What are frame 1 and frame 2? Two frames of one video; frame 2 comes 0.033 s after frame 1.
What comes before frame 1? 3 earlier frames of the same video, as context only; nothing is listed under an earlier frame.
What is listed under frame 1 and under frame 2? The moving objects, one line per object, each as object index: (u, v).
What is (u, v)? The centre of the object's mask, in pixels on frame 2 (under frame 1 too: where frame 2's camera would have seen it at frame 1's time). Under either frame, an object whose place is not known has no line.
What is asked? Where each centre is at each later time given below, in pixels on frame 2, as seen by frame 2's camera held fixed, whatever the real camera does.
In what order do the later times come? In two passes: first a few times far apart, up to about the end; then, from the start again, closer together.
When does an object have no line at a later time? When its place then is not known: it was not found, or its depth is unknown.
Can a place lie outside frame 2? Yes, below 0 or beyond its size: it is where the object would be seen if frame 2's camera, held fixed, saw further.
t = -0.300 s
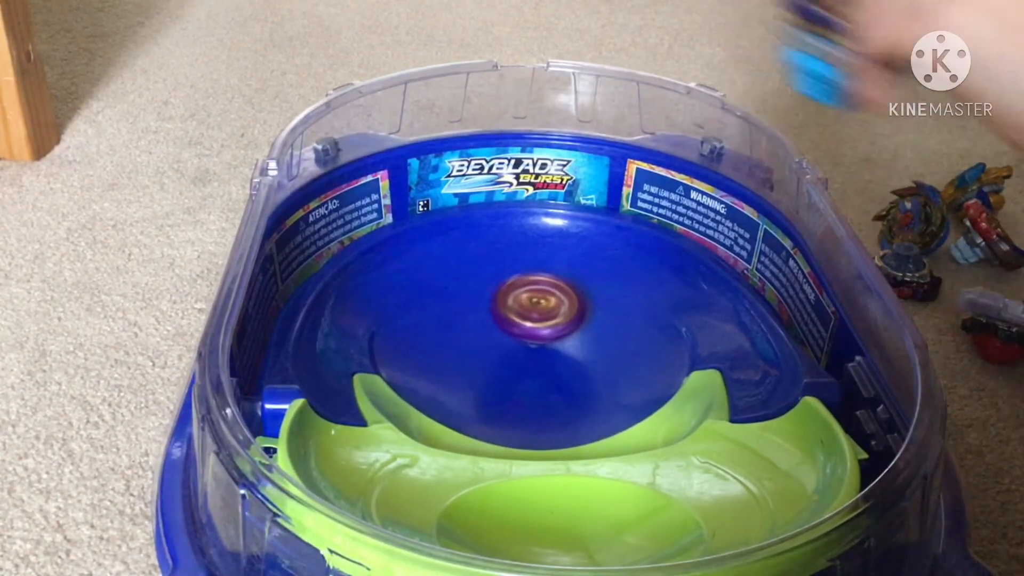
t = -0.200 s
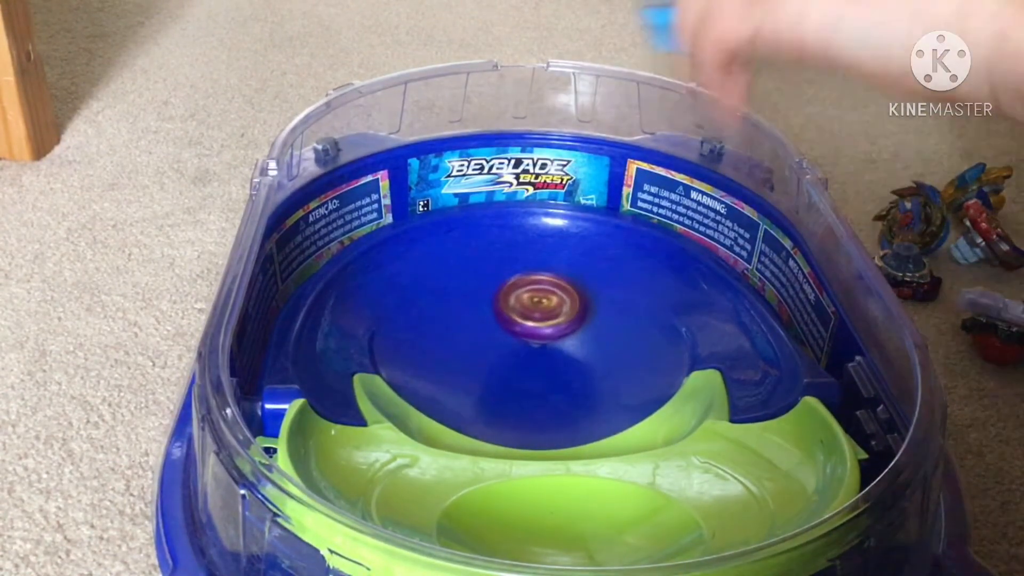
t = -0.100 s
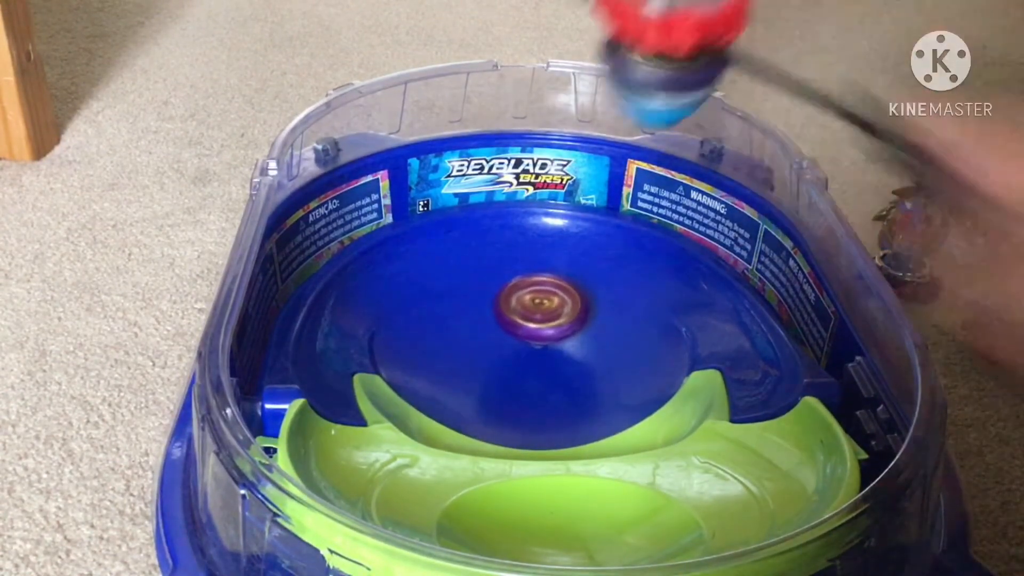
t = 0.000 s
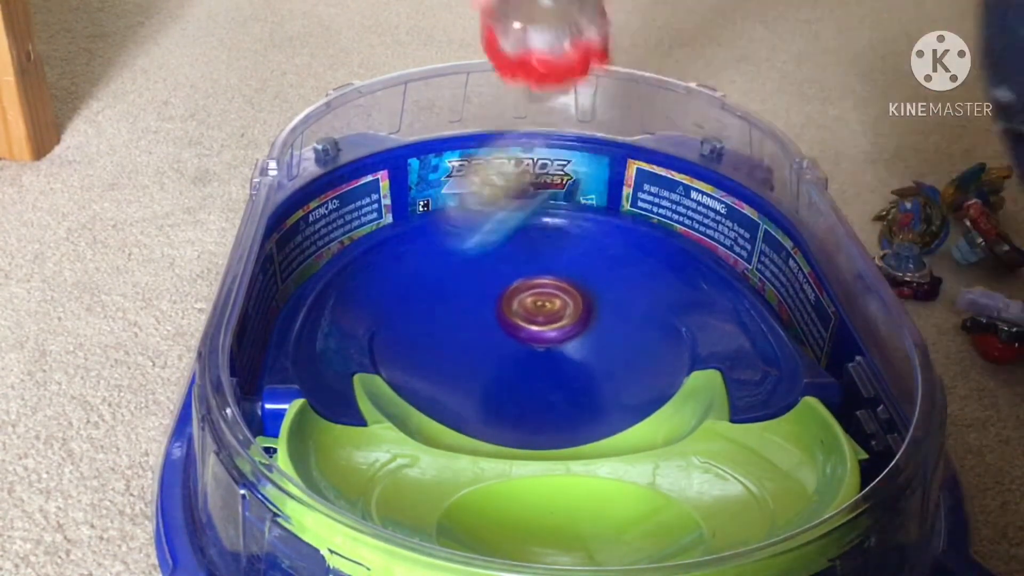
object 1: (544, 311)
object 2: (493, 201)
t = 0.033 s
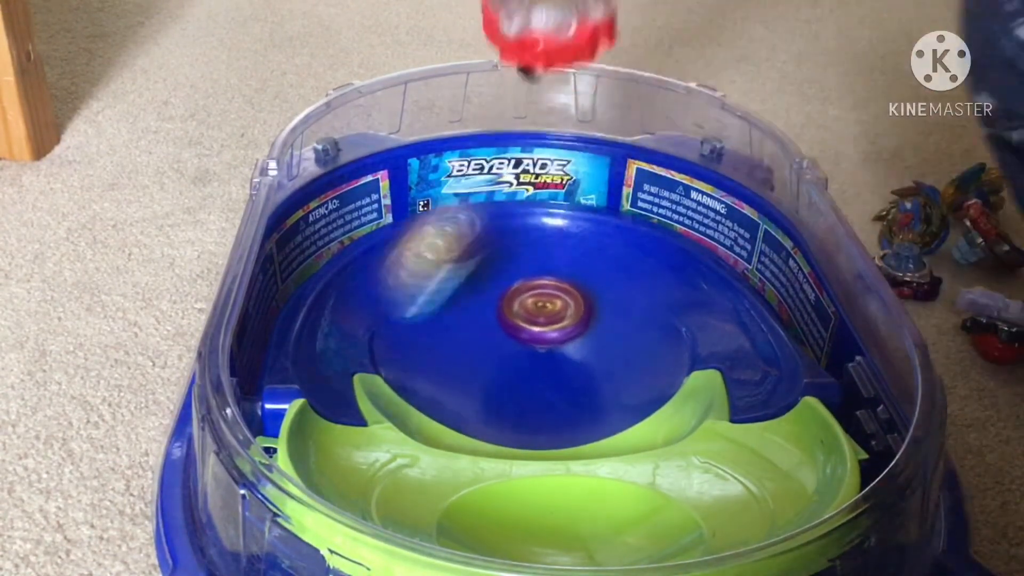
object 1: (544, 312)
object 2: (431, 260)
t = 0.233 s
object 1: (559, 321)
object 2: (488, 165)
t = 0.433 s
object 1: (570, 314)
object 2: (602, 174)
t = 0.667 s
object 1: (558, 322)
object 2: (621, 179)
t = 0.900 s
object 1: (544, 348)
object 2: (566, 274)
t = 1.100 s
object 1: (517, 408)
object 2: (622, 309)
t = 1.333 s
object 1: (483, 399)
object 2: (507, 323)
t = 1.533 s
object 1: (508, 371)
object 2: (516, 237)
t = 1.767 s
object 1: (513, 334)
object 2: (687, 304)
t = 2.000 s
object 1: (447, 313)
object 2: (424, 389)
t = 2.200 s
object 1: (466, 309)
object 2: (382, 235)
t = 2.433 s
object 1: (502, 290)
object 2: (730, 288)
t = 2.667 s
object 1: (522, 270)
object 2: (443, 476)
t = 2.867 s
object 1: (534, 271)
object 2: (353, 374)
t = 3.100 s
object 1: (614, 280)
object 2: (502, 211)
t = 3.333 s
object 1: (631, 285)
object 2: (695, 208)
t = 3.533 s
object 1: (593, 306)
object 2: (694, 323)
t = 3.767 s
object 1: (513, 346)
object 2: (389, 326)
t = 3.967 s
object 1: (478, 380)
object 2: (568, 206)
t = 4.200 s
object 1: (503, 393)
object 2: (701, 447)
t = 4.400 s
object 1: (516, 381)
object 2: (289, 382)
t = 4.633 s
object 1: (718, 233)
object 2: (415, 261)
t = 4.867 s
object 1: (593, 299)
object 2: (519, 220)
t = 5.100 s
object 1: (561, 359)
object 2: (498, 308)
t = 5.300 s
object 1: (520, 373)
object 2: (410, 314)
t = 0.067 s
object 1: (547, 313)
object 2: (403, 271)
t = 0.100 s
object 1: (552, 312)
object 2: (406, 228)
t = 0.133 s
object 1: (554, 317)
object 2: (420, 192)
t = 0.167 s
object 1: (556, 319)
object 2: (433, 175)
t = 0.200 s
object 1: (557, 320)
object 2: (457, 172)
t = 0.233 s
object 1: (559, 321)
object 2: (488, 165)
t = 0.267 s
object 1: (562, 321)
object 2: (514, 163)
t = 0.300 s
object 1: (566, 320)
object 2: (536, 163)
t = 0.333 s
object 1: (569, 318)
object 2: (556, 165)
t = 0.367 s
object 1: (571, 316)
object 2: (574, 168)
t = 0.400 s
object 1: (572, 314)
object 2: (589, 171)
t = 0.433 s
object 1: (570, 314)
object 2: (602, 174)
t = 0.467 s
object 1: (570, 314)
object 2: (611, 176)
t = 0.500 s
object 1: (568, 315)
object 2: (620, 176)
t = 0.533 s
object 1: (565, 316)
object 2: (625, 177)
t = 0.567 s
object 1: (564, 317)
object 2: (628, 179)
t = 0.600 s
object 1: (560, 318)
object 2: (628, 179)
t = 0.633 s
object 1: (559, 320)
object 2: (627, 179)
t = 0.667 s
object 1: (558, 322)
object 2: (621, 179)
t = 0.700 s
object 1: (556, 323)
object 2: (612, 180)
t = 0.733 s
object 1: (554, 325)
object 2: (603, 184)
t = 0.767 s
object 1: (552, 327)
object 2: (594, 193)
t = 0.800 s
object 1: (549, 329)
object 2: (585, 215)
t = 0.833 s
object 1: (549, 330)
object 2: (572, 241)
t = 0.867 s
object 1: (550, 332)
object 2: (565, 264)
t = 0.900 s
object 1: (544, 348)
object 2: (566, 274)
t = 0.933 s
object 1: (532, 374)
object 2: (576, 269)
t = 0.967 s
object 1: (521, 398)
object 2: (587, 268)
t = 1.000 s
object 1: (519, 394)
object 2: (598, 272)
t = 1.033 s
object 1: (517, 388)
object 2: (610, 280)
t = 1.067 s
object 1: (517, 398)
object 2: (619, 293)
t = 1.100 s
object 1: (517, 408)
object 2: (622, 309)
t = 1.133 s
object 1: (518, 399)
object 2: (617, 327)
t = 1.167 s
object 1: (521, 406)
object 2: (602, 344)
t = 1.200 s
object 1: (525, 399)
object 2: (586, 353)
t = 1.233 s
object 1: (511, 407)
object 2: (569, 351)
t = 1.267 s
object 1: (498, 417)
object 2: (549, 346)
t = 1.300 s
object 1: (489, 406)
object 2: (526, 337)
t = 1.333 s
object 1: (483, 399)
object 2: (507, 323)
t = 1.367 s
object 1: (479, 400)
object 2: (495, 309)
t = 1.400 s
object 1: (477, 392)
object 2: (487, 293)
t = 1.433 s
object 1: (481, 391)
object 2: (485, 277)
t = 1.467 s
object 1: (492, 385)
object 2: (491, 262)
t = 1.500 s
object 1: (500, 378)
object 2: (500, 248)
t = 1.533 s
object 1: (508, 371)
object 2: (516, 237)
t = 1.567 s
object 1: (515, 363)
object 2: (537, 230)
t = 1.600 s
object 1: (521, 355)
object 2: (562, 228)
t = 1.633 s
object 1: (524, 349)
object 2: (591, 231)
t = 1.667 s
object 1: (524, 344)
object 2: (620, 241)
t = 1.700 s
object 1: (523, 340)
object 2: (649, 258)
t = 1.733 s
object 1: (520, 337)
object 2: (674, 280)
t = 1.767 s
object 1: (513, 334)
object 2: (687, 304)
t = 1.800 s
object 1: (505, 331)
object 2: (688, 329)
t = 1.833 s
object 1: (495, 329)
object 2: (673, 355)
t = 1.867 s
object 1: (485, 326)
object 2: (647, 384)
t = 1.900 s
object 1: (474, 323)
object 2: (602, 412)
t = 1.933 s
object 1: (465, 320)
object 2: (540, 413)
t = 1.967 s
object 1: (456, 317)
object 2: (481, 410)
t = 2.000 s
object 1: (447, 313)
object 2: (424, 389)
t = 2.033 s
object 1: (448, 307)
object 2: (395, 350)
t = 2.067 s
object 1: (441, 312)
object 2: (367, 321)
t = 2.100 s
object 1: (432, 312)
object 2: (348, 306)
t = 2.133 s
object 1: (441, 310)
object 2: (352, 276)
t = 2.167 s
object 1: (455, 310)
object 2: (358, 254)
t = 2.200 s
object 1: (466, 309)
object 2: (382, 235)
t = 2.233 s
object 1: (477, 308)
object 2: (418, 222)
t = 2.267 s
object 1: (485, 306)
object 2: (461, 215)
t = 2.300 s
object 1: (490, 303)
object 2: (511, 216)
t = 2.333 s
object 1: (494, 300)
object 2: (573, 220)
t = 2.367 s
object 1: (496, 297)
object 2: (639, 231)
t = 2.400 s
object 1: (499, 294)
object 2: (694, 255)
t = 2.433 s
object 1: (502, 290)
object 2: (730, 288)
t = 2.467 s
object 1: (505, 286)
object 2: (743, 329)
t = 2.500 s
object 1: (509, 283)
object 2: (729, 364)
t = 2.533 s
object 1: (512, 280)
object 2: (696, 402)
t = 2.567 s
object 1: (515, 277)
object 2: (645, 453)
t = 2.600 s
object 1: (518, 274)
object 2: (581, 506)
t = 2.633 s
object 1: (520, 271)
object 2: (506, 515)
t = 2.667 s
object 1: (522, 270)
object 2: (443, 476)
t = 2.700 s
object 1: (524, 269)
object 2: (384, 451)
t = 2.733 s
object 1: (524, 268)
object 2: (334, 437)
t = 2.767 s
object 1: (527, 268)
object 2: (325, 410)
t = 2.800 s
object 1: (529, 269)
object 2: (328, 397)
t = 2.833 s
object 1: (532, 269)
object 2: (336, 403)
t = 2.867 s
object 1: (534, 271)
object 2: (353, 374)
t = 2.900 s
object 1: (537, 273)
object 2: (374, 356)
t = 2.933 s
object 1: (541, 275)
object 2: (394, 355)
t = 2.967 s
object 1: (545, 278)
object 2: (419, 347)
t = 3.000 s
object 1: (551, 281)
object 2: (452, 319)
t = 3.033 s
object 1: (569, 279)
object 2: (472, 278)
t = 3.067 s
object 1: (595, 279)
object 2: (482, 240)
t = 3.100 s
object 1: (614, 280)
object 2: (502, 211)
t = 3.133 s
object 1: (626, 281)
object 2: (535, 191)
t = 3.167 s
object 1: (631, 282)
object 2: (564, 184)
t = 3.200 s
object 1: (633, 282)
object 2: (594, 186)
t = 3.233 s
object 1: (633, 282)
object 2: (623, 191)
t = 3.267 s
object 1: (633, 283)
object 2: (651, 195)
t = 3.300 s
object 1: (632, 284)
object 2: (679, 201)
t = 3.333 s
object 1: (631, 285)
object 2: (695, 208)
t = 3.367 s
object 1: (629, 288)
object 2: (702, 218)
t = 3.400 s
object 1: (628, 291)
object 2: (709, 229)
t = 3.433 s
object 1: (627, 294)
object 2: (712, 244)
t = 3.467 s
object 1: (625, 298)
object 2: (711, 270)
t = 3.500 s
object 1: (610, 302)
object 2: (707, 297)
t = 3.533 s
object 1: (593, 306)
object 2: (694, 323)
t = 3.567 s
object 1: (579, 311)
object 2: (666, 352)
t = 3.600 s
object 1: (566, 316)
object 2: (624, 381)
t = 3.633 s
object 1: (555, 322)
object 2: (570, 403)
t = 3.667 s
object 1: (545, 327)
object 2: (516, 403)
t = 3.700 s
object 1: (533, 333)
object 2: (457, 383)
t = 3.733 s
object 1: (523, 339)
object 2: (414, 353)
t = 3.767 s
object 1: (513, 346)
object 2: (389, 326)
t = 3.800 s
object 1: (504, 352)
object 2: (380, 295)
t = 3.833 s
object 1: (495, 359)
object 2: (379, 263)
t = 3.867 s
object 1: (489, 365)
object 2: (408, 232)
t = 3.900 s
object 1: (483, 371)
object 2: (447, 212)
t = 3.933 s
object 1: (480, 375)
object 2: (502, 204)
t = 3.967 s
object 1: (478, 380)
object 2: (568, 206)
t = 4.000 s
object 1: (477, 384)
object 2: (631, 221)
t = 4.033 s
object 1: (478, 387)
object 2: (689, 248)
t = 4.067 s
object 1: (478, 392)
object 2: (732, 276)
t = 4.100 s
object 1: (483, 395)
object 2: (756, 309)
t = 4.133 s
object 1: (490, 396)
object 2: (756, 353)
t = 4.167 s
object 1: (497, 396)
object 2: (740, 391)
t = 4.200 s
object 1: (503, 393)
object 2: (701, 447)
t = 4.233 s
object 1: (506, 393)
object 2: (646, 500)
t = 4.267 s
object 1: (508, 392)
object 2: (569, 525)
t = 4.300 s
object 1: (510, 389)
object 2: (478, 498)
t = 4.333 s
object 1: (512, 388)
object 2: (391, 444)
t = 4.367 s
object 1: (514, 385)
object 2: (315, 414)
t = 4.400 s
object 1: (516, 381)
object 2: (289, 382)
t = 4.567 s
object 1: (644, 321)
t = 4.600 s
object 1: (691, 283)
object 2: (408, 294)
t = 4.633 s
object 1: (718, 233)
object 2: (415, 261)
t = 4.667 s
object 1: (723, 199)
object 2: (427, 236)
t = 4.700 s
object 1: (677, 200)
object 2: (452, 219)
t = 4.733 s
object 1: (633, 214)
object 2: (484, 215)
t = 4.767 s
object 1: (597, 241)
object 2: (517, 216)
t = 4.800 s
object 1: (595, 261)
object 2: (519, 206)
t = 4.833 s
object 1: (596, 281)
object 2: (518, 207)
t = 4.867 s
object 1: (593, 299)
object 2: (519, 220)
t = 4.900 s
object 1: (589, 314)
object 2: (522, 233)
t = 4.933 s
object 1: (582, 325)
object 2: (525, 248)
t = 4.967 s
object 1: (575, 336)
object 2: (528, 262)
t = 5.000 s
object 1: (571, 342)
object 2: (526, 276)
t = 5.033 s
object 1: (566, 347)
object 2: (522, 289)
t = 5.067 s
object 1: (563, 352)
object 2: (513, 301)
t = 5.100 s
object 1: (561, 359)
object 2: (498, 308)
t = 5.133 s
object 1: (558, 364)
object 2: (480, 310)
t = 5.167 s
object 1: (552, 367)
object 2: (461, 312)
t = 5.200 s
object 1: (544, 370)
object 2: (445, 313)
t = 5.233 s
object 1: (536, 372)
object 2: (429, 314)
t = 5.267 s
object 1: (527, 373)
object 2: (418, 314)
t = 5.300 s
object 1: (520, 373)
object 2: (410, 314)
